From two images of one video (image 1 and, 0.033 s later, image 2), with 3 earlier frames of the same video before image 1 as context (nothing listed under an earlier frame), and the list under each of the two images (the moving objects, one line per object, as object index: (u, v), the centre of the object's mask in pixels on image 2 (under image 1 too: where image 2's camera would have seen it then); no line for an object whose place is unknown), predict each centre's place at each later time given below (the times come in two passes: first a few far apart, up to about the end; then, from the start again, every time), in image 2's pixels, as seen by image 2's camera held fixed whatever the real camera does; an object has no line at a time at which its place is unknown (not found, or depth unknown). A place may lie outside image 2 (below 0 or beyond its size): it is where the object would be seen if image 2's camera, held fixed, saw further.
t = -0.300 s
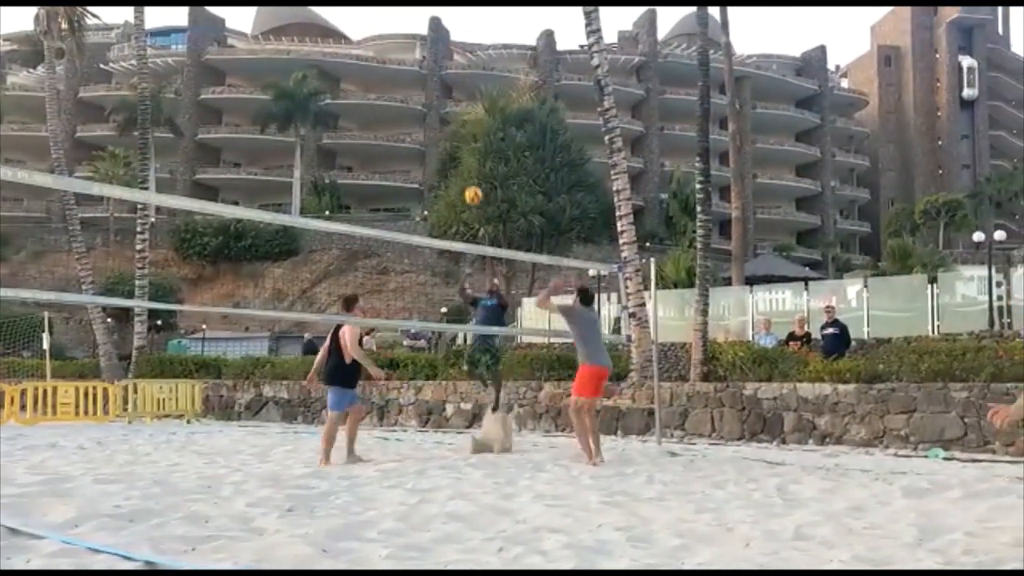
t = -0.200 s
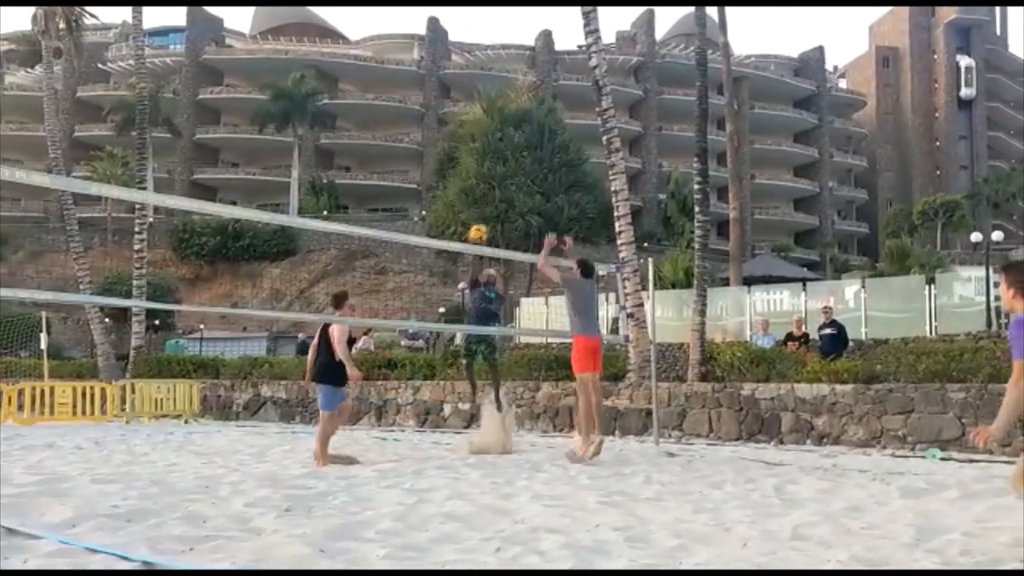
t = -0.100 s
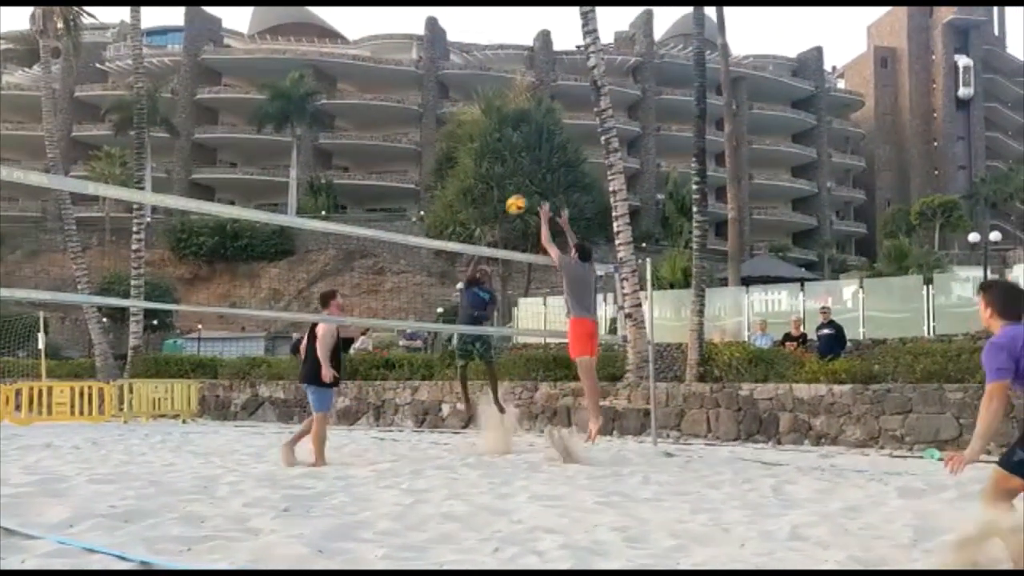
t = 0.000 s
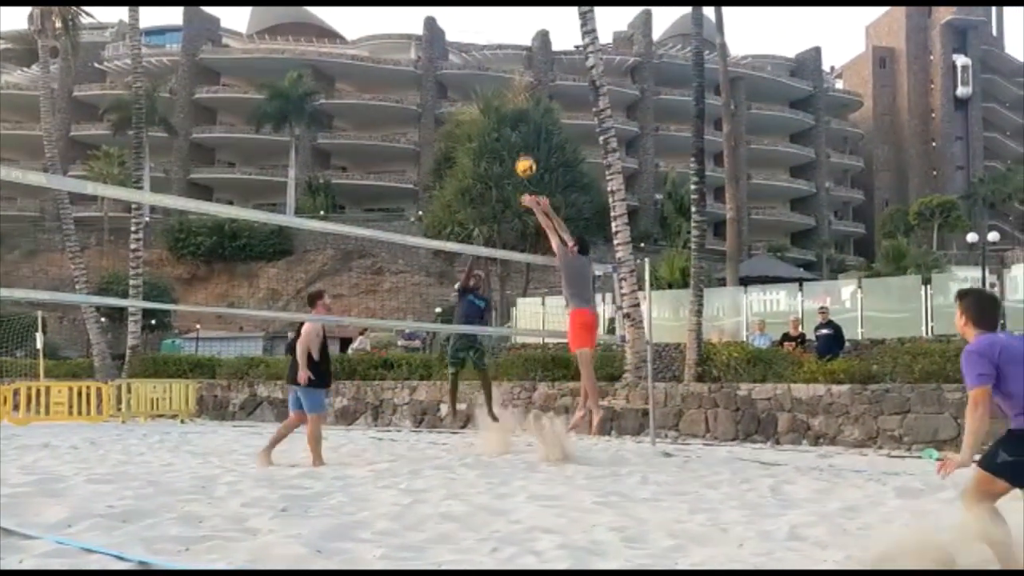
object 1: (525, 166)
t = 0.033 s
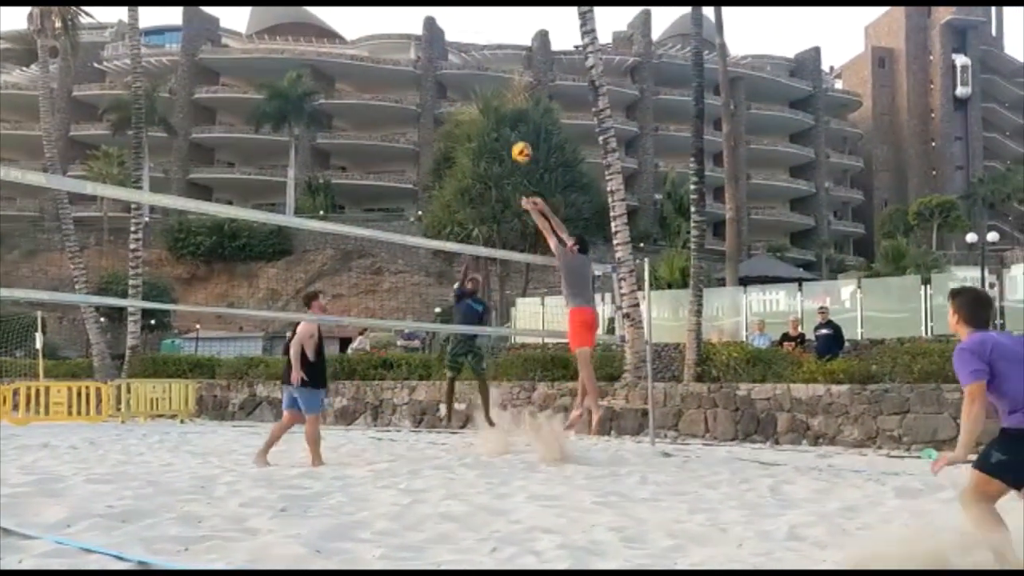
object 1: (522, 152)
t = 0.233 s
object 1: (499, 78)
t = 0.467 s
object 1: (473, 29)
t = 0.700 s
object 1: (443, 33)
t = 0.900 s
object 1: (413, 96)
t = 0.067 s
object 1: (517, 137)
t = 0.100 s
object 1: (514, 124)
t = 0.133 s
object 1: (510, 112)
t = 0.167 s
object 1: (505, 99)
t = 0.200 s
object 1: (502, 89)
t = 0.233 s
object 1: (499, 78)
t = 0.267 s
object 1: (495, 68)
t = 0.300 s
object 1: (491, 59)
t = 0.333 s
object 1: (487, 51)
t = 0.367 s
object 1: (484, 44)
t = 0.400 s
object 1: (481, 39)
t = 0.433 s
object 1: (477, 34)
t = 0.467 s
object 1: (473, 29)
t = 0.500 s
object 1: (470, 25)
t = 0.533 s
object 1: (465, 24)
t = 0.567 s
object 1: (461, 23)
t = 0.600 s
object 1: (457, 24)
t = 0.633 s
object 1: (453, 25)
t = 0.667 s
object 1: (448, 28)
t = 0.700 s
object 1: (443, 33)
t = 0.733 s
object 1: (438, 39)
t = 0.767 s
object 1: (433, 45)
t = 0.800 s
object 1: (429, 56)
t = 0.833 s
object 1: (424, 68)
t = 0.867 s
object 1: (419, 81)
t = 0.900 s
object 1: (413, 96)
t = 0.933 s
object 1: (409, 114)
